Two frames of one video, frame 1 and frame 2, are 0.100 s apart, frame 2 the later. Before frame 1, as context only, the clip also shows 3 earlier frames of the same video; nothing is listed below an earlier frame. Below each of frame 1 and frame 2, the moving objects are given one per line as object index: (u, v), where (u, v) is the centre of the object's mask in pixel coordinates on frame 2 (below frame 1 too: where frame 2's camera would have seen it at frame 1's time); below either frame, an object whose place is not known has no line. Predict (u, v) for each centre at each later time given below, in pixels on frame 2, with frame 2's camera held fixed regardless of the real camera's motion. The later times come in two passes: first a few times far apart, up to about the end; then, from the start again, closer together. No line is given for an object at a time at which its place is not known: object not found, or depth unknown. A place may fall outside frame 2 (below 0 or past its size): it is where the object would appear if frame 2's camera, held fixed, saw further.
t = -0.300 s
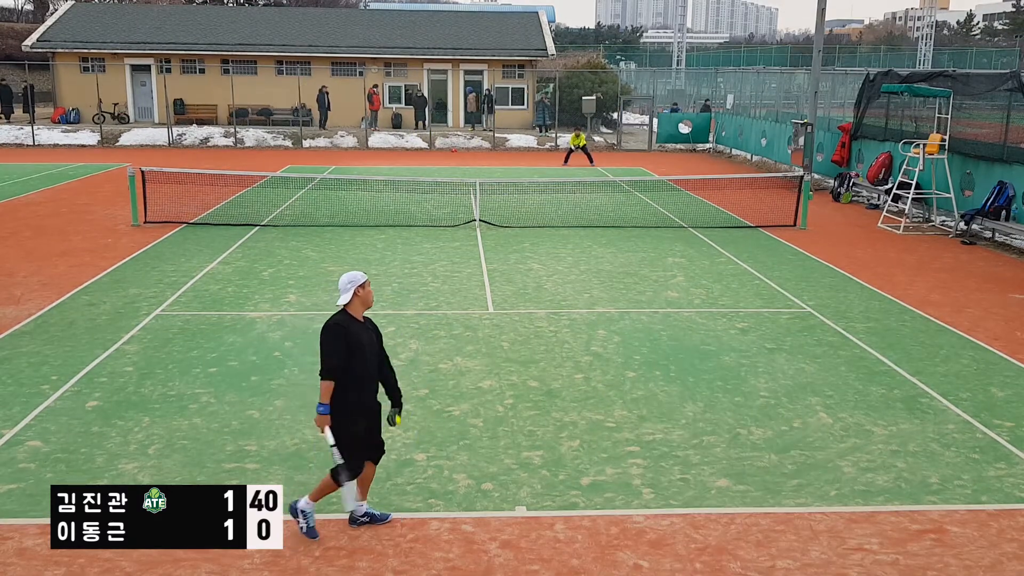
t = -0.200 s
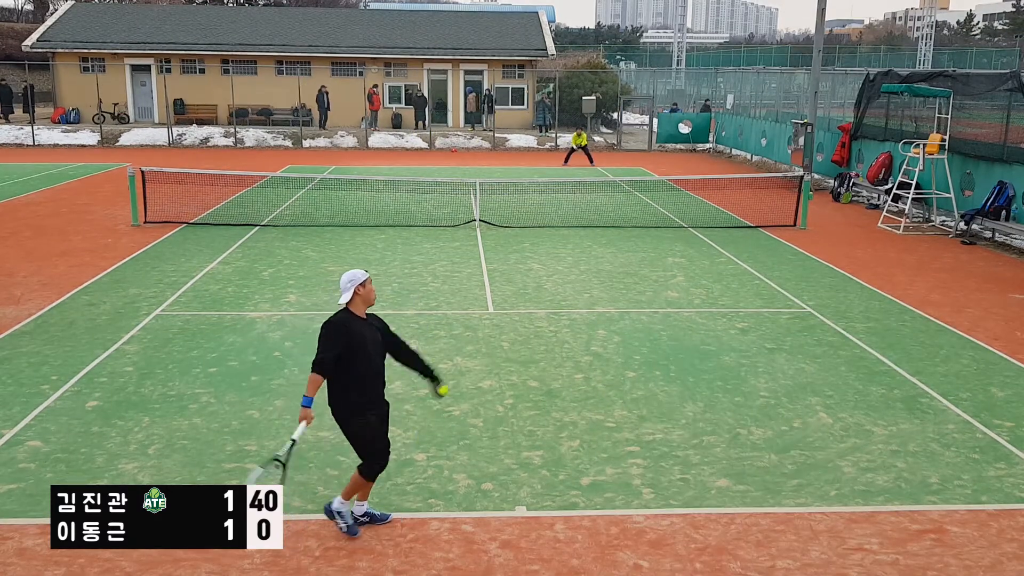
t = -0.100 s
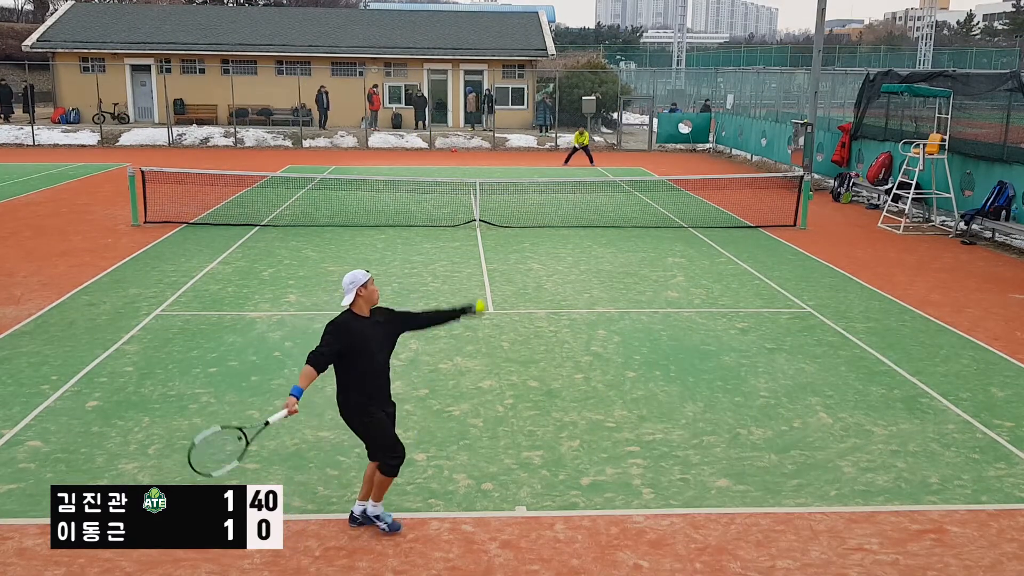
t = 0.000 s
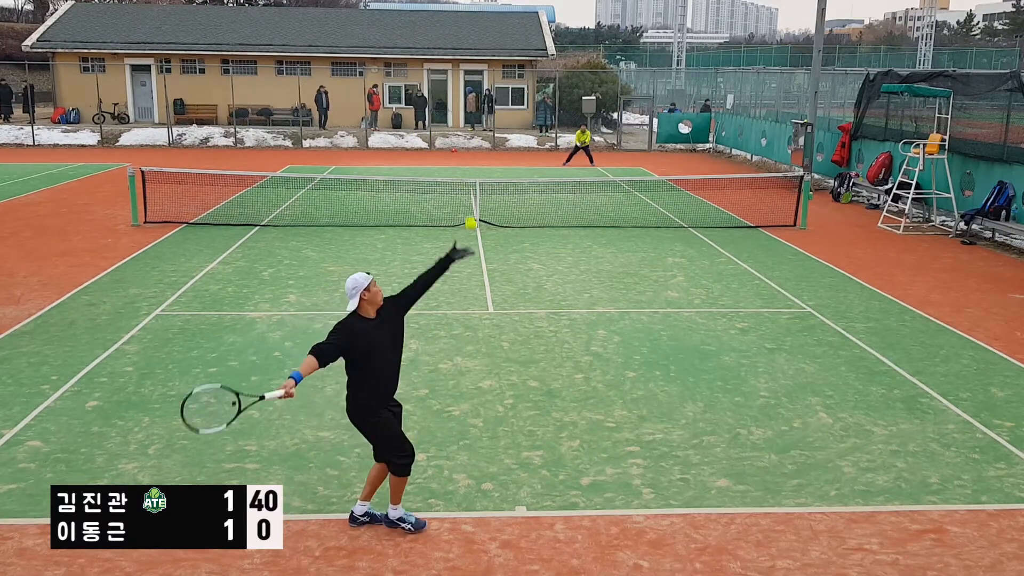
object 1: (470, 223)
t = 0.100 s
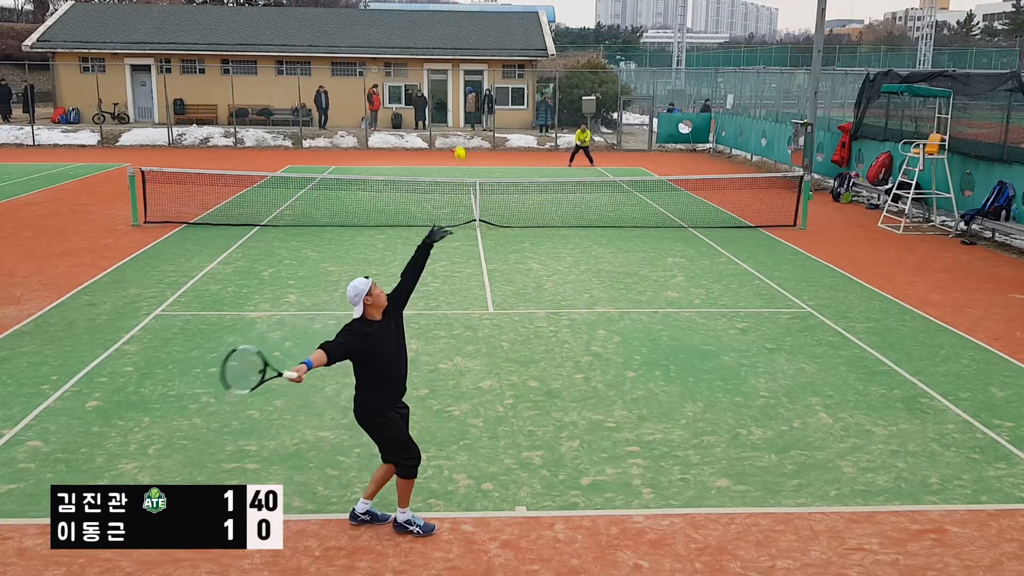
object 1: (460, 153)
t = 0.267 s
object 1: (442, 66)
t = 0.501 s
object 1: (416, 12)
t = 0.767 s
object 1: (388, 52)
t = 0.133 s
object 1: (456, 132)
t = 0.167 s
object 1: (453, 113)
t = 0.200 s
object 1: (449, 96)
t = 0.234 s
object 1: (445, 80)
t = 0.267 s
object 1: (442, 66)
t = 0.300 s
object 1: (438, 53)
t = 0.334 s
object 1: (434, 41)
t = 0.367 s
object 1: (431, 32)
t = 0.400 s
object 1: (427, 24)
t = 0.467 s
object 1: (420, 14)
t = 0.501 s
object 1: (416, 12)
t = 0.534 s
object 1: (412, 11)
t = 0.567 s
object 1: (409, 11)
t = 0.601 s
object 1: (405, 14)
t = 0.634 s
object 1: (402, 18)
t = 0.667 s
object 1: (399, 24)
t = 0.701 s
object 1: (395, 32)
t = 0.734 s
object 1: (392, 41)
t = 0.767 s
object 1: (388, 52)
